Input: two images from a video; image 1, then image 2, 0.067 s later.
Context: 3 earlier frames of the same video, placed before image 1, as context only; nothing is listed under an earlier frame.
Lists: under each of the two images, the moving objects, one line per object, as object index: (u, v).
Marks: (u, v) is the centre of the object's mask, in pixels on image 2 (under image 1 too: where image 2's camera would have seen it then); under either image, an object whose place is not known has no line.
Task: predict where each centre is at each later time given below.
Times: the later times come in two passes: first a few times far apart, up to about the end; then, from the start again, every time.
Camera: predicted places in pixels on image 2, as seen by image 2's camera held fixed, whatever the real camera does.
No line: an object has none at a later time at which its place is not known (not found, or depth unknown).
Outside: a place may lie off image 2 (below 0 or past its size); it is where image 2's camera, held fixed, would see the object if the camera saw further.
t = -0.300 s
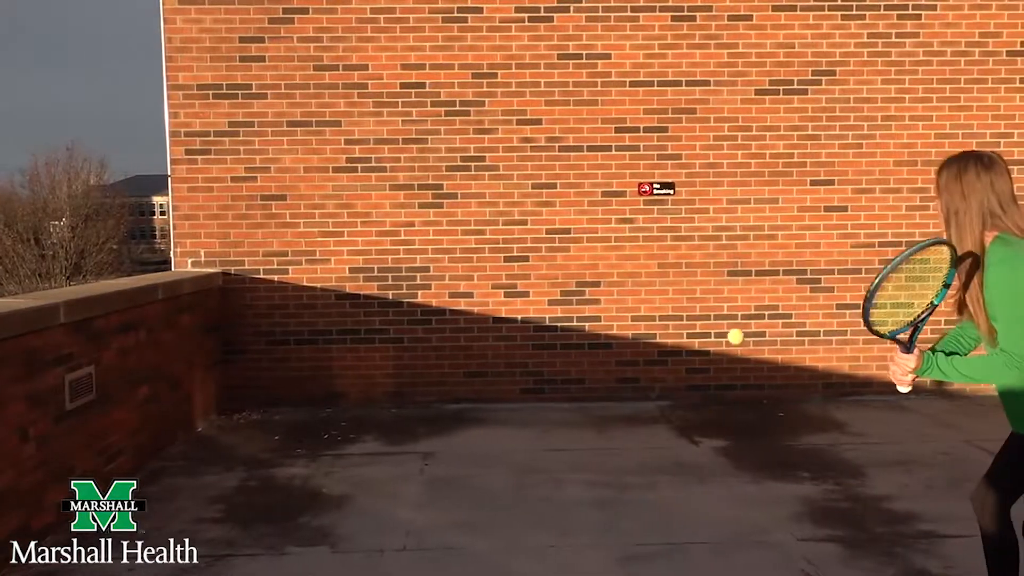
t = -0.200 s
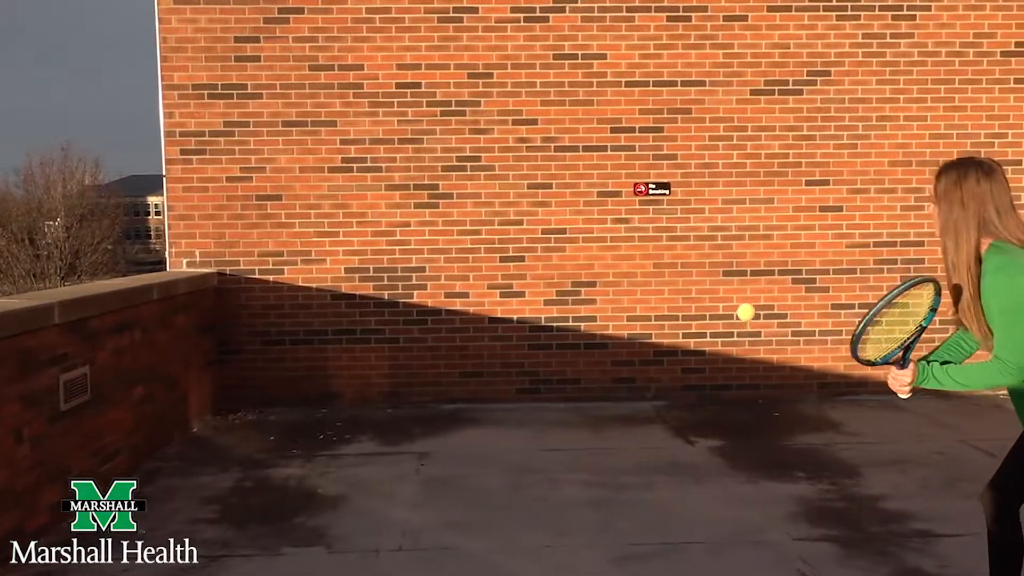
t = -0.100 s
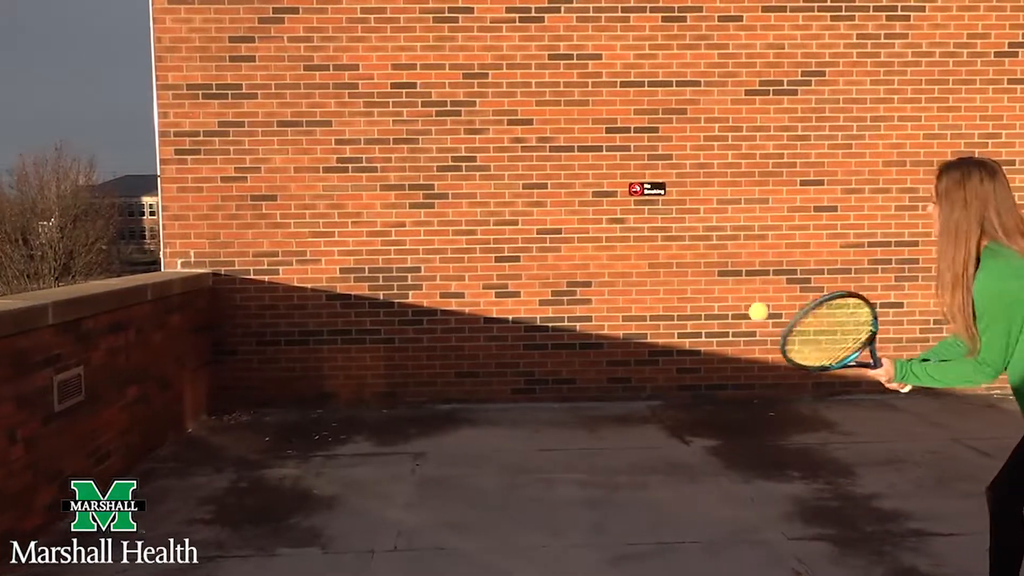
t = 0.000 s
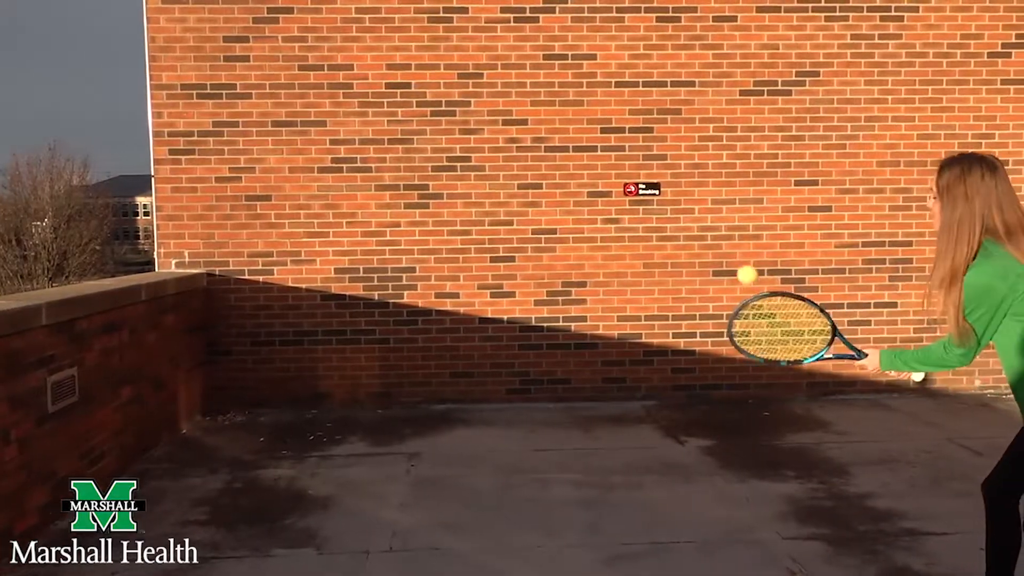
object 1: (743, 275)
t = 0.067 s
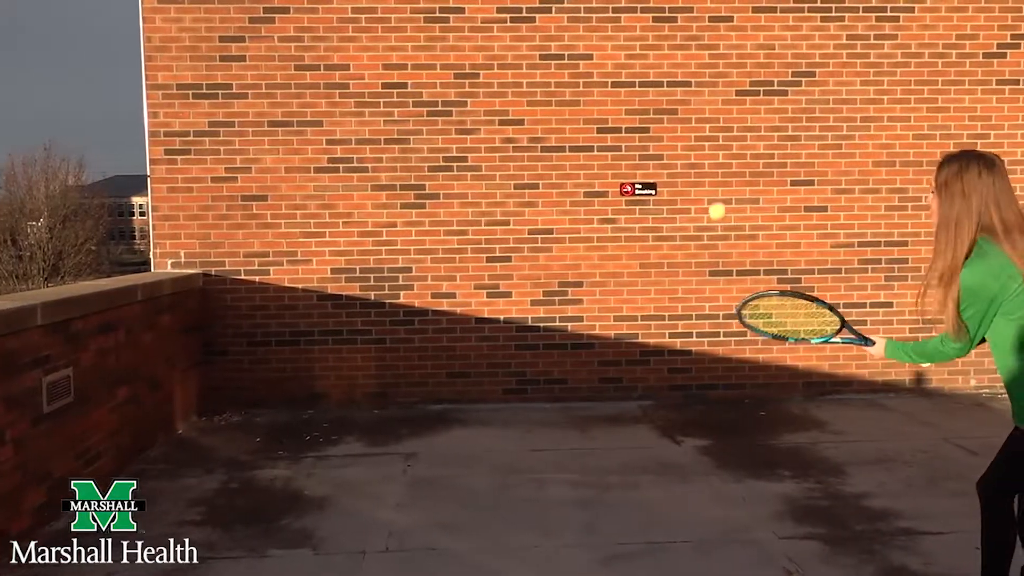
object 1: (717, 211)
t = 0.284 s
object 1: (660, 128)
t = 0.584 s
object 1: (615, 176)
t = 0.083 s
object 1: (711, 199)
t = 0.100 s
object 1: (706, 188)
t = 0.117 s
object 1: (701, 178)
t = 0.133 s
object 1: (696, 169)
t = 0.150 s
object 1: (691, 161)
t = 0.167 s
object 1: (687, 154)
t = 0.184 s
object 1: (682, 148)
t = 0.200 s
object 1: (678, 143)
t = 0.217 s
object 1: (674, 138)
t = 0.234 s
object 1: (670, 135)
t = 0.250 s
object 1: (667, 132)
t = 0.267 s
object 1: (663, 129)
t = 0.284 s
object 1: (660, 128)
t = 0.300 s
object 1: (656, 127)
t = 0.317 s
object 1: (653, 126)
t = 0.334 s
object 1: (650, 126)
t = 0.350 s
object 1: (647, 127)
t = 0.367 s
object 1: (645, 128)
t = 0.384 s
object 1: (642, 129)
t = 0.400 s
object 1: (639, 131)
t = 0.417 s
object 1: (637, 134)
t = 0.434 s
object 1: (634, 136)
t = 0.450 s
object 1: (632, 140)
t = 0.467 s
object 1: (629, 143)
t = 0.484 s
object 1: (627, 147)
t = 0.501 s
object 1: (625, 151)
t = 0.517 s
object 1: (623, 155)
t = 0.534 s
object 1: (621, 161)
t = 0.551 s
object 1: (619, 165)
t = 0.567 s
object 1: (617, 171)
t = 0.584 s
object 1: (615, 176)
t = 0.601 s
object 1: (614, 182)
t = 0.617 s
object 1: (611, 188)
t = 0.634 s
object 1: (610, 194)
